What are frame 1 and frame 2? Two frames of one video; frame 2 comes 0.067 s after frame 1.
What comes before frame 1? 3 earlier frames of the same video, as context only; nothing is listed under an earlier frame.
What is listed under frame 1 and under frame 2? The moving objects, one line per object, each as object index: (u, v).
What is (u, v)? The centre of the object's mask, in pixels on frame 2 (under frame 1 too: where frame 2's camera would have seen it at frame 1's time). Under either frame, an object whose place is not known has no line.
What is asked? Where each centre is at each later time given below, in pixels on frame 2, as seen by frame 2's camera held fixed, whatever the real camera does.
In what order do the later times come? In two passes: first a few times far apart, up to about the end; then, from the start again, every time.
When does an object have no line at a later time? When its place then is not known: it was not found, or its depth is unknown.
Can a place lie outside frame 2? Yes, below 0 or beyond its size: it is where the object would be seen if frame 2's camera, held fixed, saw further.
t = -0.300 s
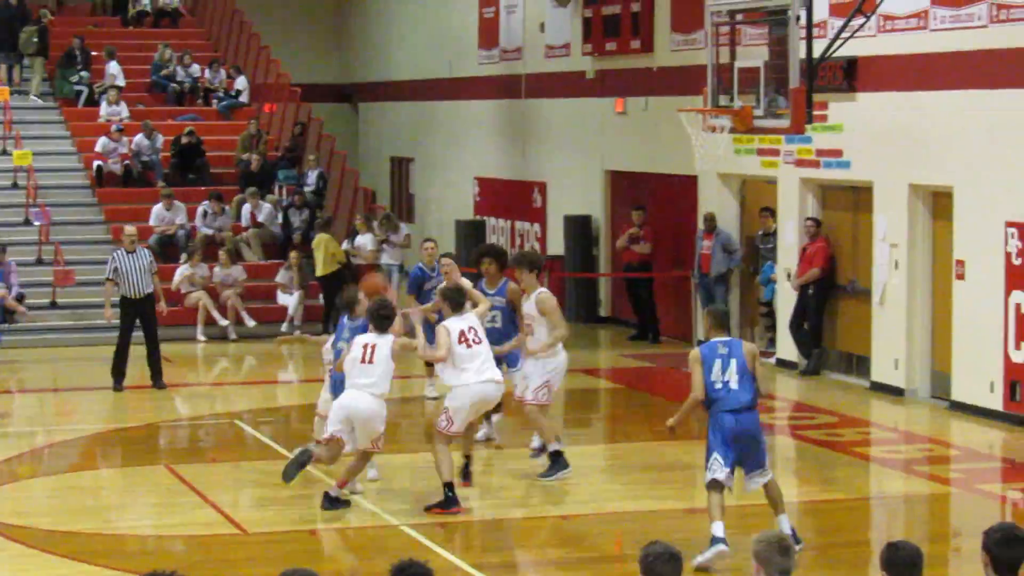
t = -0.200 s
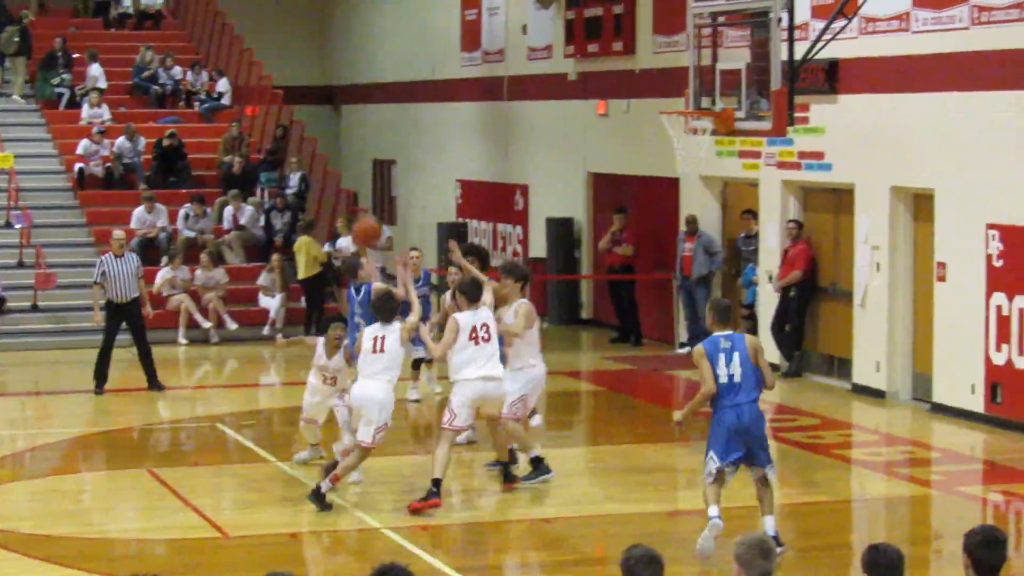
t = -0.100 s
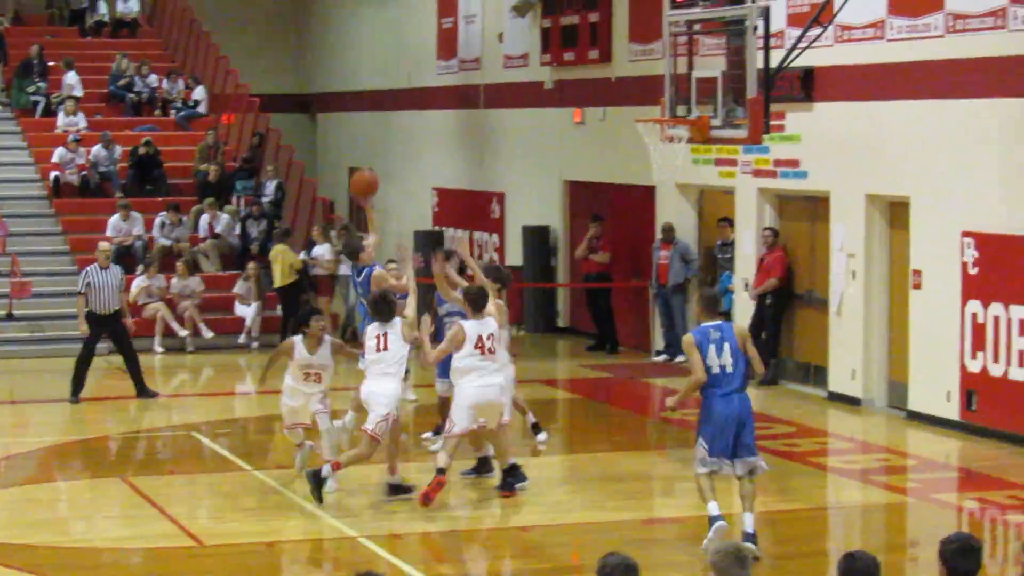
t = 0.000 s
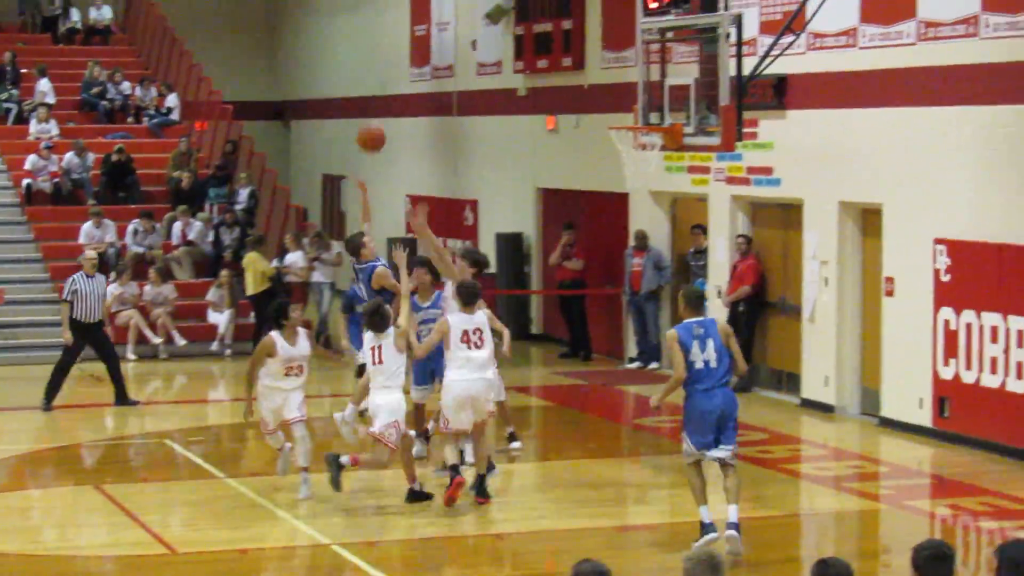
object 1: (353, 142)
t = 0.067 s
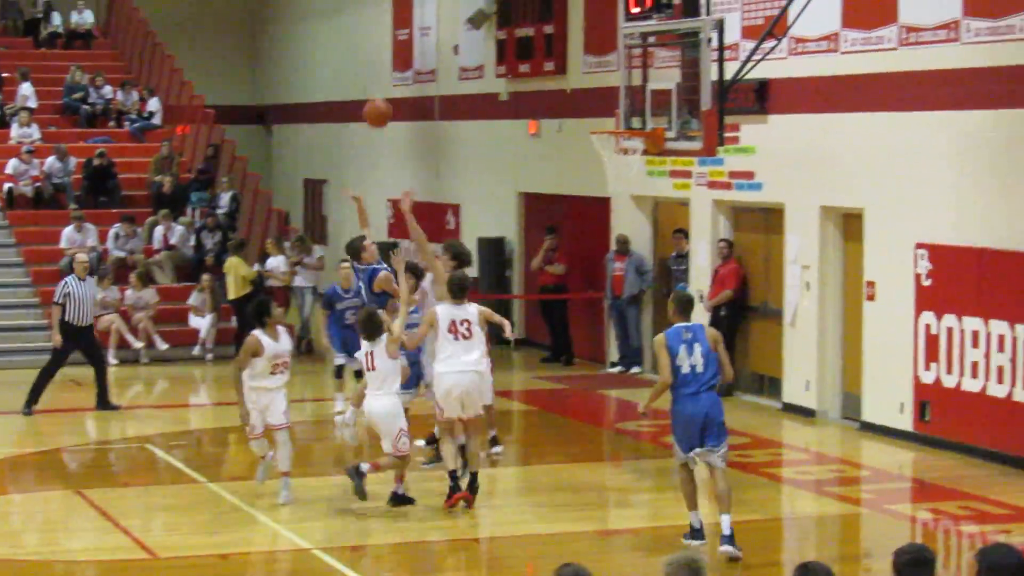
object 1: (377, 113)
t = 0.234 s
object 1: (436, 65)
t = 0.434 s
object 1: (507, 51)
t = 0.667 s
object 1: (583, 95)
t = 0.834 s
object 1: (615, 122)
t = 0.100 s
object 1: (389, 103)
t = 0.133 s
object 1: (401, 90)
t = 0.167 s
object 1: (413, 80)
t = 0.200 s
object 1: (425, 72)
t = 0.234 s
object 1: (436, 65)
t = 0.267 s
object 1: (449, 60)
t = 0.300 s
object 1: (460, 55)
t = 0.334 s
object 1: (471, 52)
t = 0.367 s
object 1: (483, 50)
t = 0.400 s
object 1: (494, 50)
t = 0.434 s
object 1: (507, 51)
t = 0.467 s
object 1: (516, 53)
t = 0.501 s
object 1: (528, 57)
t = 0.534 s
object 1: (540, 62)
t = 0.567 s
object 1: (550, 68)
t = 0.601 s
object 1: (561, 76)
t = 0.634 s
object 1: (573, 86)
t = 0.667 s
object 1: (583, 95)
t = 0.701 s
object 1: (595, 105)
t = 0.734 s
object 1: (606, 117)
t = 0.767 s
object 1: (610, 120)
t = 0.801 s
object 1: (613, 121)
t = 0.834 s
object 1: (615, 122)
